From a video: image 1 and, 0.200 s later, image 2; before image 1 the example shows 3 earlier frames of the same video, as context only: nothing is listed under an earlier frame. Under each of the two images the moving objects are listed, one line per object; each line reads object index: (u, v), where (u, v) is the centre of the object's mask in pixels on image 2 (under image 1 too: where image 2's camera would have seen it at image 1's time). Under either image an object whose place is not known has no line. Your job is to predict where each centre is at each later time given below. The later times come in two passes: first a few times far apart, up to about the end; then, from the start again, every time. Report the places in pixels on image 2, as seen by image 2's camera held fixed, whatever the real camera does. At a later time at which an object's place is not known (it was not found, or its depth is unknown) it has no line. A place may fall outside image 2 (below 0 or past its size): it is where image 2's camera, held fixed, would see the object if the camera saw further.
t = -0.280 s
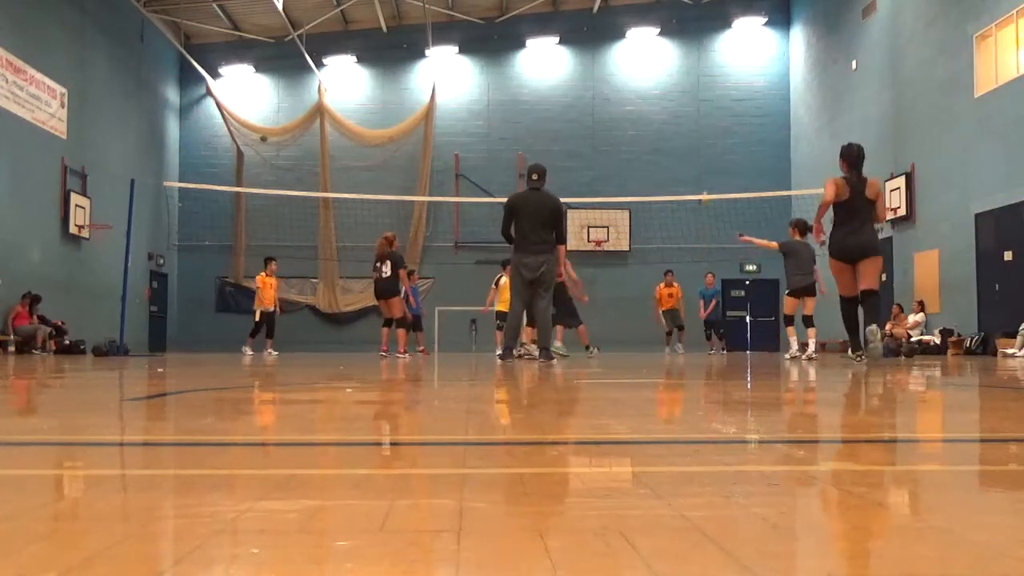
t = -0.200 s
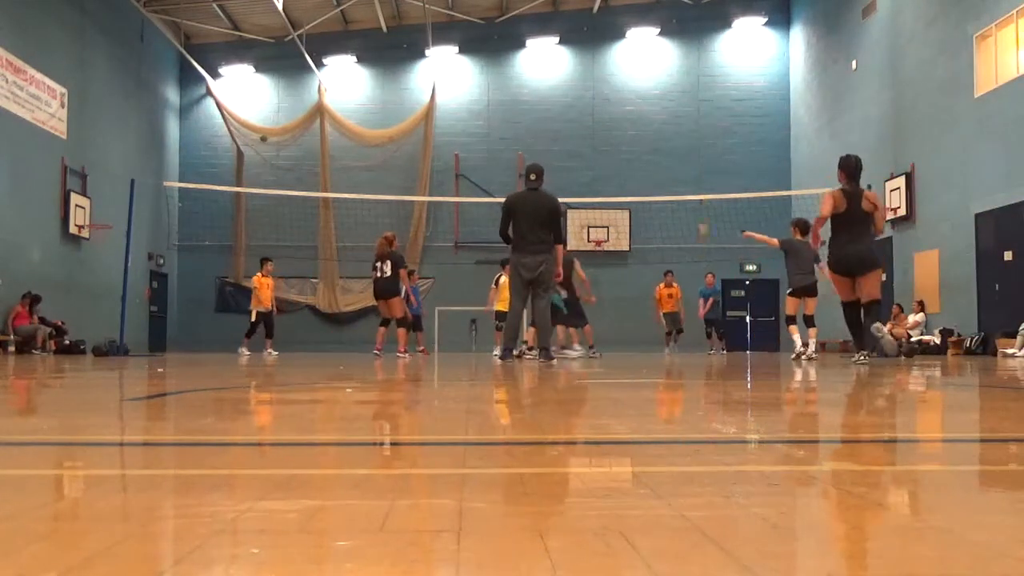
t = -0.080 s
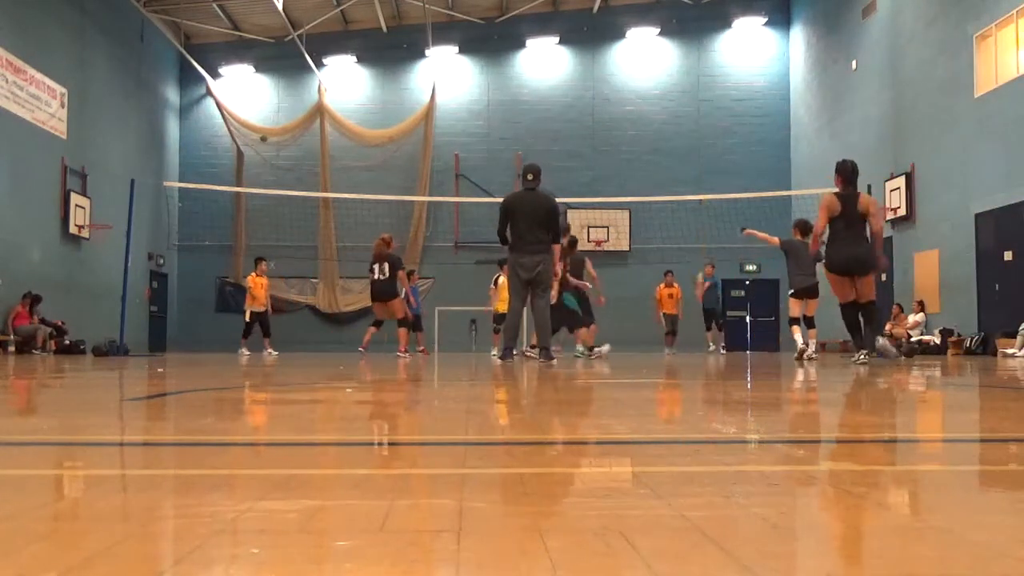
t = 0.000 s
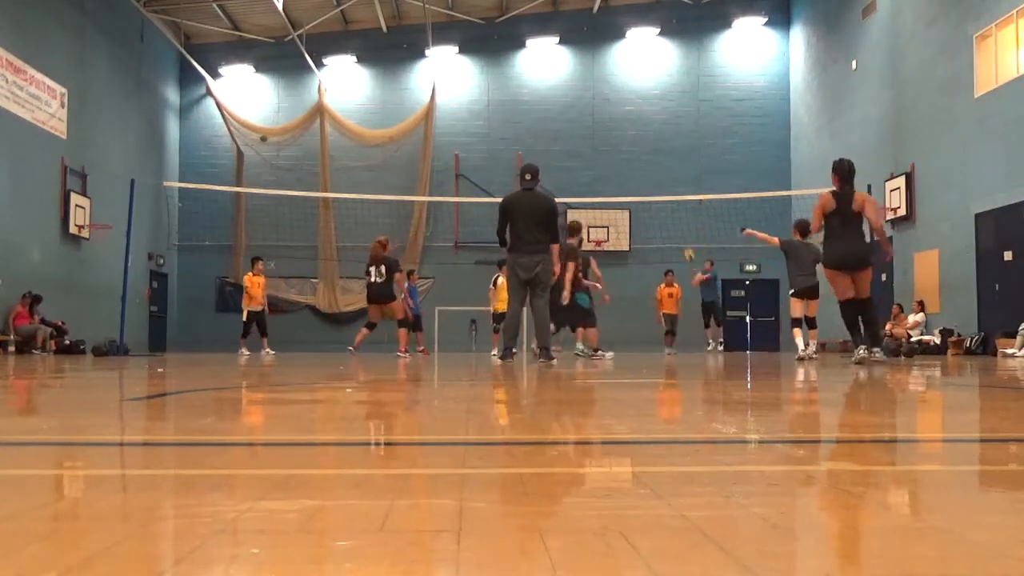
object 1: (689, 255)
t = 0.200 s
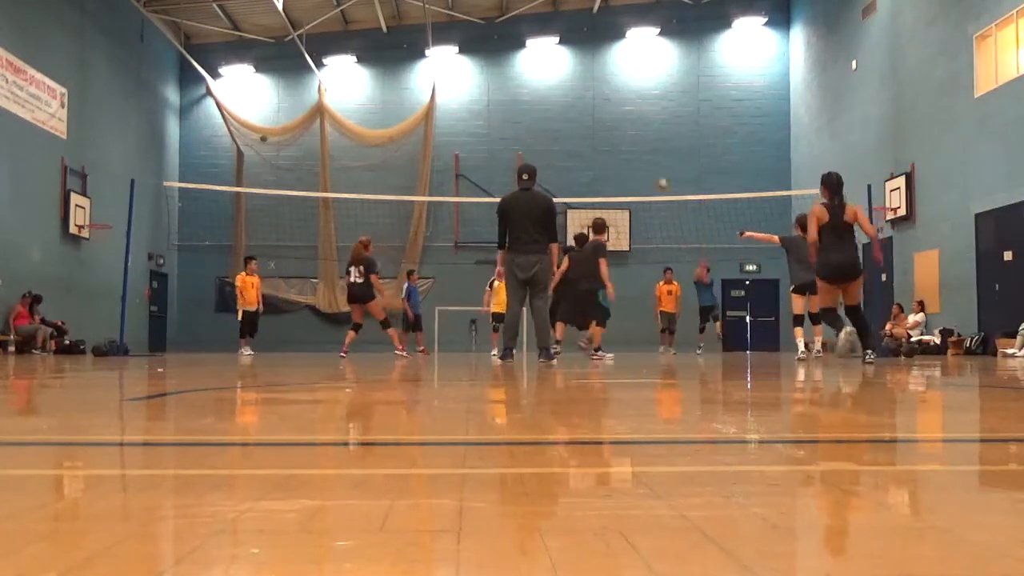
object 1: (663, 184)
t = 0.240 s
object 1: (657, 172)
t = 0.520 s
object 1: (616, 113)
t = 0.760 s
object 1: (582, 95)
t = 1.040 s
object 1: (538, 115)
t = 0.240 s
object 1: (657, 172)
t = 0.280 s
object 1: (650, 162)
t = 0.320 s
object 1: (645, 152)
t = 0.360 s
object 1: (639, 143)
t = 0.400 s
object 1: (634, 134)
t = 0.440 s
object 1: (628, 127)
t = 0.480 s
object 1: (622, 120)
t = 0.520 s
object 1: (616, 113)
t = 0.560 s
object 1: (610, 108)
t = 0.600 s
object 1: (605, 104)
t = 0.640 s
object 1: (599, 101)
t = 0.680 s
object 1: (593, 98)
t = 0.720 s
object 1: (587, 96)
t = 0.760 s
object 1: (582, 95)
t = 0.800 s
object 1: (575, 95)
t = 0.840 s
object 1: (569, 96)
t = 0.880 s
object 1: (562, 97)
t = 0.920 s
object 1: (556, 101)
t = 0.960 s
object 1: (550, 105)
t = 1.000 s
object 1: (544, 110)
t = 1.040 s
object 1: (538, 115)
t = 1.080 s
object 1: (531, 121)
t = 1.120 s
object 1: (525, 129)
